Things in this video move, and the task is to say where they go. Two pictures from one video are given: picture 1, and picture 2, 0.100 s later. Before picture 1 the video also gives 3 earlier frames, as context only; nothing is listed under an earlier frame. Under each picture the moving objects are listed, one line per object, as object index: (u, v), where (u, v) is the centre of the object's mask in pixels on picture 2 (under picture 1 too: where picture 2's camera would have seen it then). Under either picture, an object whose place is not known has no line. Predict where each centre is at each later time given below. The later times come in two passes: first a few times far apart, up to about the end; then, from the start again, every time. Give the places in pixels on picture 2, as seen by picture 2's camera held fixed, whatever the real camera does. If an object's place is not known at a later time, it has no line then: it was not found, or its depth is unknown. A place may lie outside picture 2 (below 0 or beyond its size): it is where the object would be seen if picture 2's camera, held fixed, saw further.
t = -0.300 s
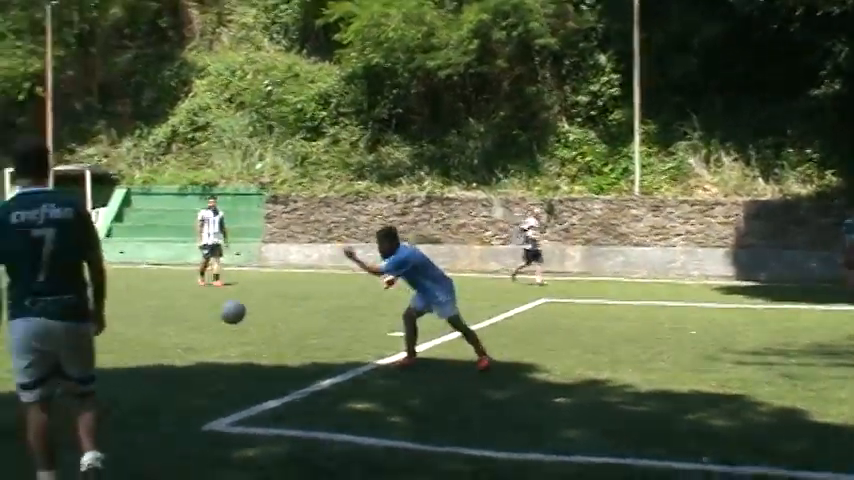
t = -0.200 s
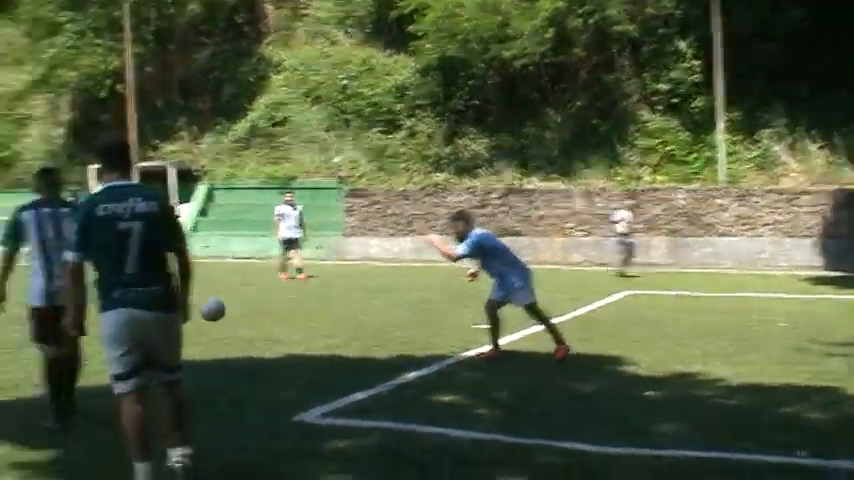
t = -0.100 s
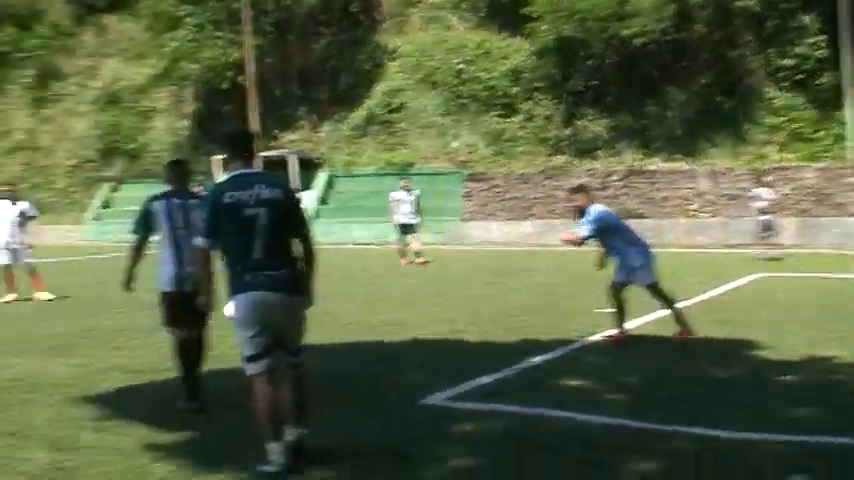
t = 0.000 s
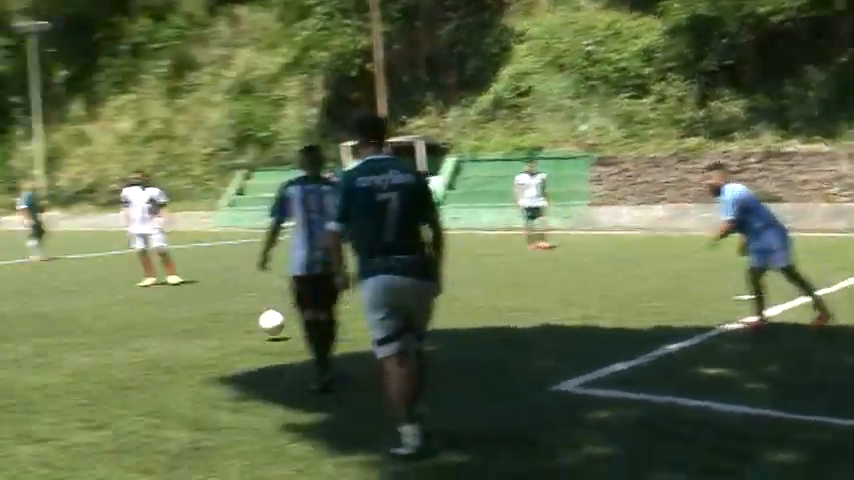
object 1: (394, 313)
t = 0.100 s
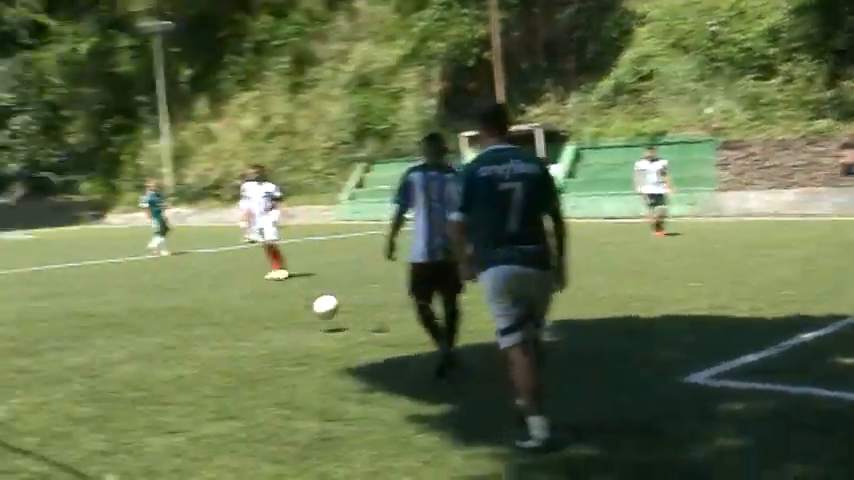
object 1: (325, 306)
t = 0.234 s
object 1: (246, 296)
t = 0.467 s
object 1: (121, 323)
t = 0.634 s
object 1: (34, 314)
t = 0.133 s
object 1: (305, 302)
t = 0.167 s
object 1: (285, 299)
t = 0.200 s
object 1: (266, 296)
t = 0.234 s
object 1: (246, 296)
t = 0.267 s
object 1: (227, 296)
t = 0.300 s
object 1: (209, 298)
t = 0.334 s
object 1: (191, 300)
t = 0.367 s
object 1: (173, 304)
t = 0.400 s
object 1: (156, 309)
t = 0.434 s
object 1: (138, 315)
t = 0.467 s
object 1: (121, 323)
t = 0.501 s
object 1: (104, 323)
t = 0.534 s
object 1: (86, 319)
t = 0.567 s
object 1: (68, 316)
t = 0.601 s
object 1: (51, 315)
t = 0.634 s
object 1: (34, 314)
